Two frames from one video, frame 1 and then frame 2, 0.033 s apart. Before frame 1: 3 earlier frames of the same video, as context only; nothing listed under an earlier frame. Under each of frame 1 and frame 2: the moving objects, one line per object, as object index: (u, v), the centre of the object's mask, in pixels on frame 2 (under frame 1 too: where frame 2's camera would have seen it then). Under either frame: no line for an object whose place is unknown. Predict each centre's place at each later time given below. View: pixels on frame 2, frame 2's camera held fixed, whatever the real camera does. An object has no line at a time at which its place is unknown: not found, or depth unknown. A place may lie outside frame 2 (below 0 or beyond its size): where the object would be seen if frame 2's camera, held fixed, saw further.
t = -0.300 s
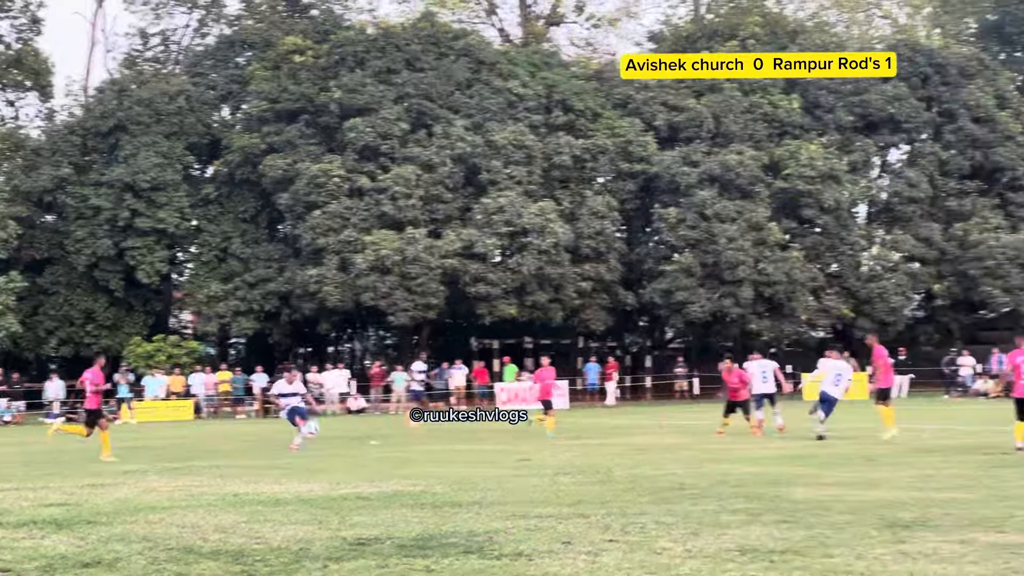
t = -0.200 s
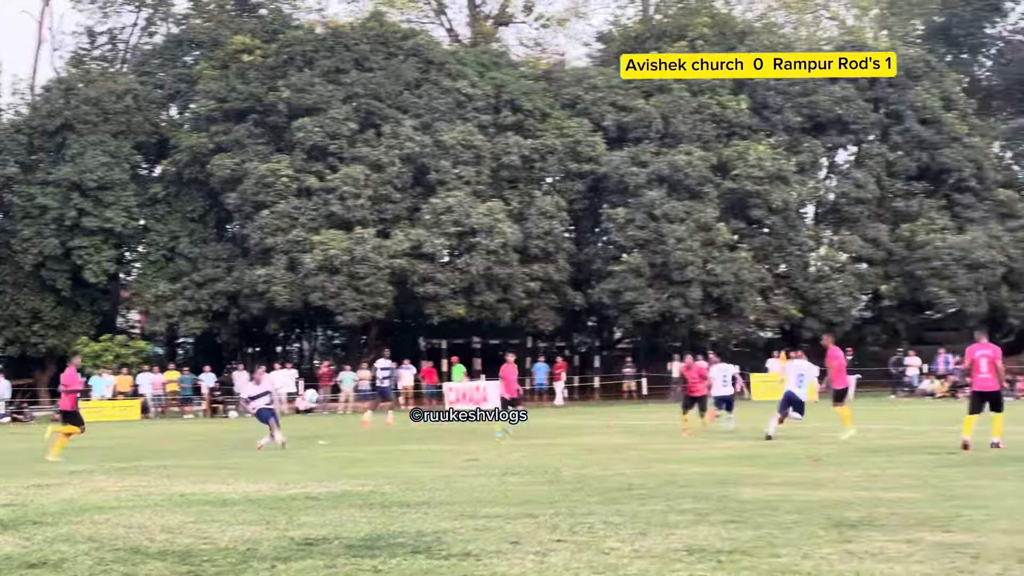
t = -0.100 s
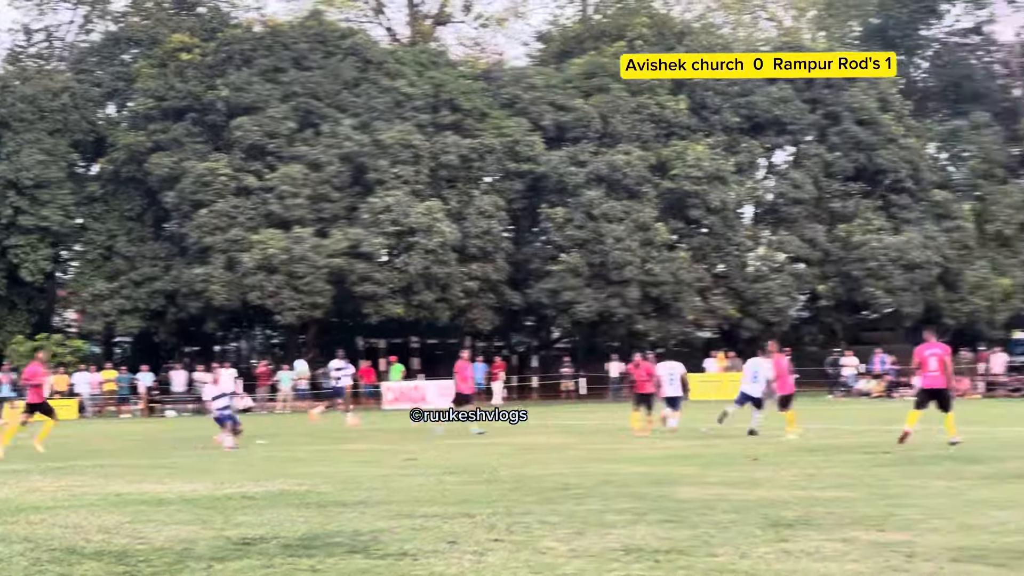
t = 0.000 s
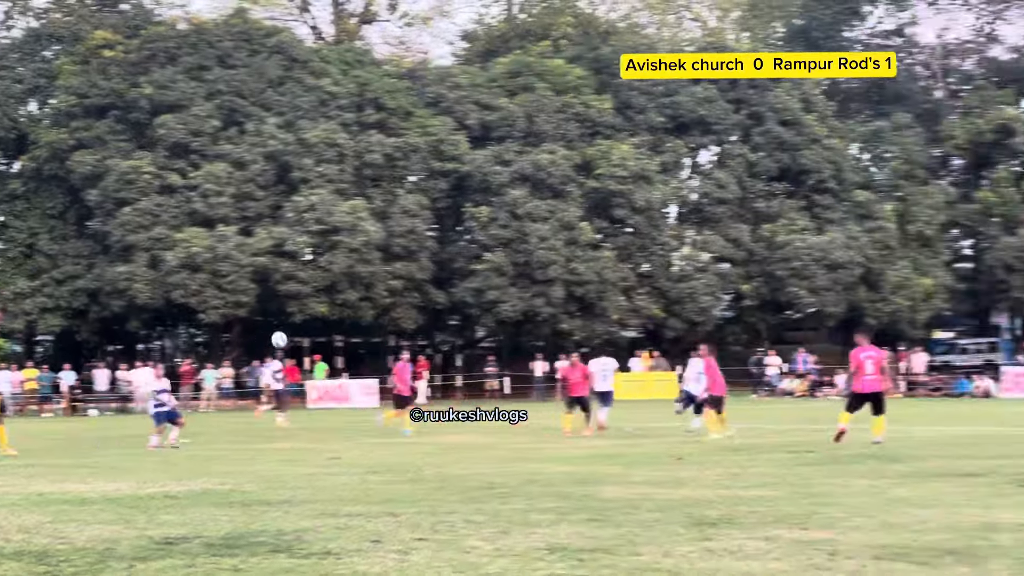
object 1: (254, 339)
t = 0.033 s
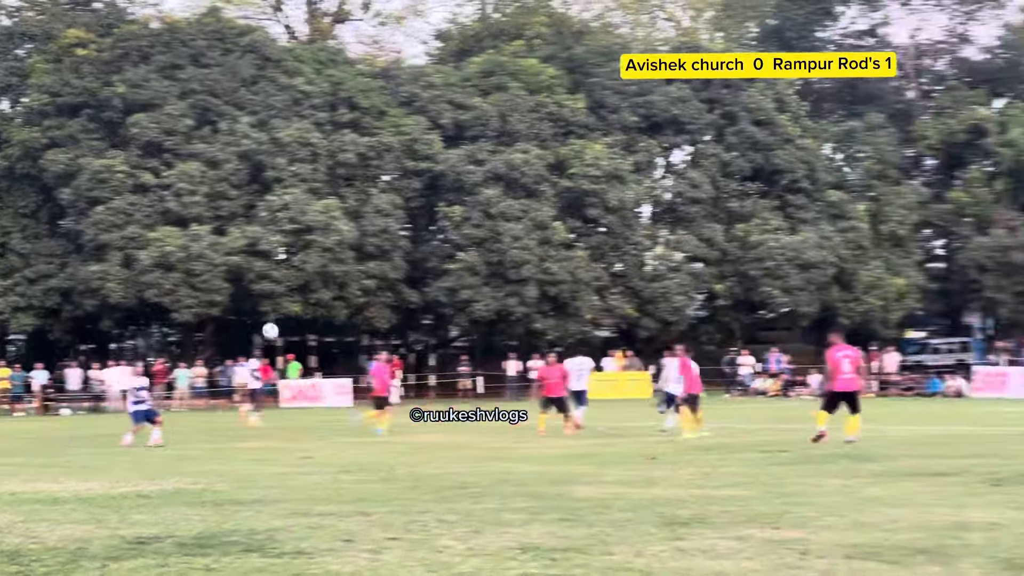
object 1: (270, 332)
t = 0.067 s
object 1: (286, 323)
